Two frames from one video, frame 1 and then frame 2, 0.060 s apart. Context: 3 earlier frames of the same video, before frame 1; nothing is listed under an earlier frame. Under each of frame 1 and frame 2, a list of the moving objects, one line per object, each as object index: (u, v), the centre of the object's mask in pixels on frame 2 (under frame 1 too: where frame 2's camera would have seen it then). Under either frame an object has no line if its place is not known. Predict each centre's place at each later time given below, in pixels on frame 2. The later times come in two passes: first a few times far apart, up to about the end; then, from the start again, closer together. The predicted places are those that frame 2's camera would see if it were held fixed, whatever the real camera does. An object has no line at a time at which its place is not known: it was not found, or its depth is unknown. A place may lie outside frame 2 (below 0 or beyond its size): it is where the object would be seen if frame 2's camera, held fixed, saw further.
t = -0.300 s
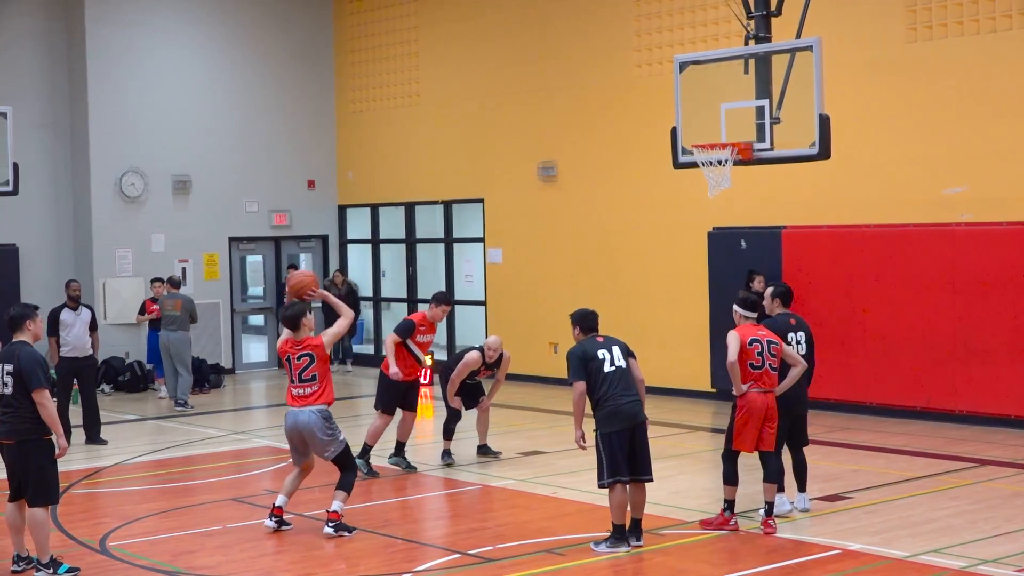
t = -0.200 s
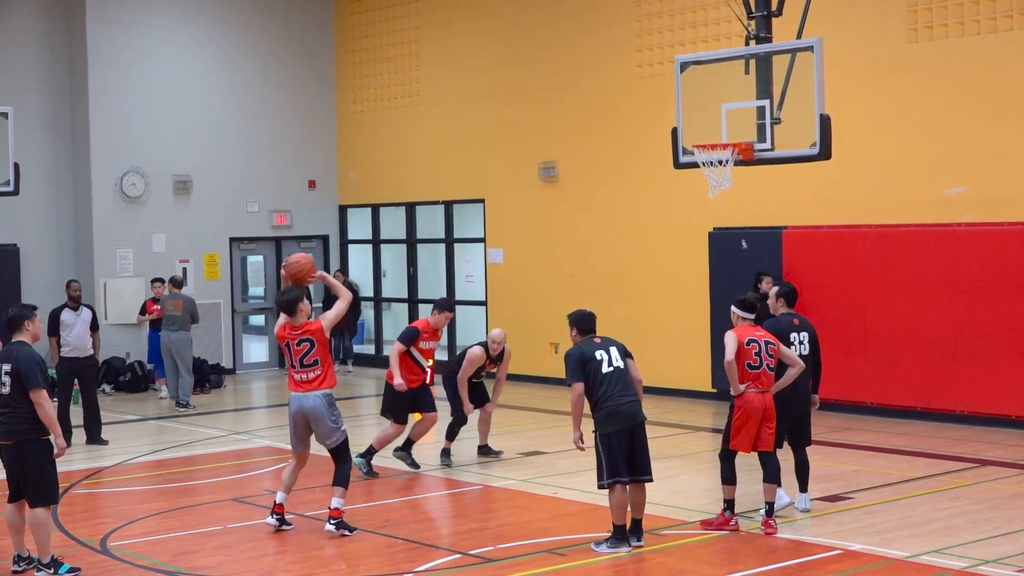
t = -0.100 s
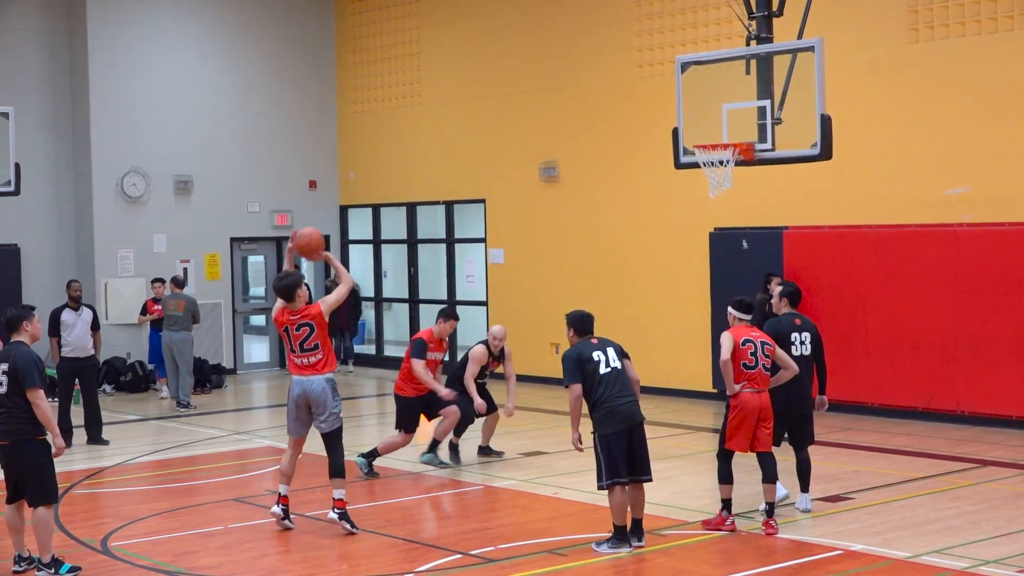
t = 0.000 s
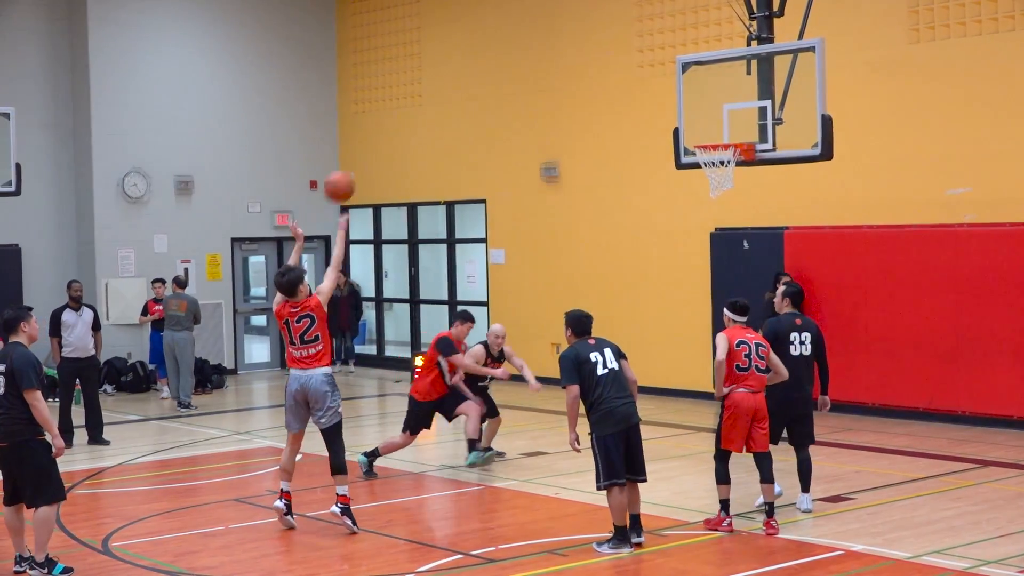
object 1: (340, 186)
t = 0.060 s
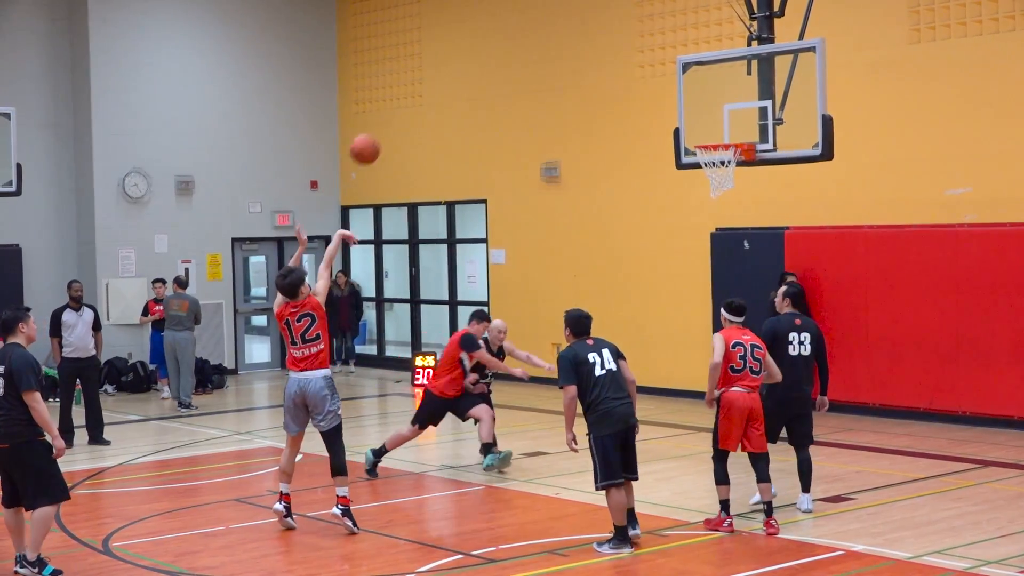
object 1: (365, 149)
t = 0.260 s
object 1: (445, 59)
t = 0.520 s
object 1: (542, 18)
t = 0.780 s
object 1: (631, 54)
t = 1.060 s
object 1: (706, 123)
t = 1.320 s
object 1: (731, 107)
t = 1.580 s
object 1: (727, 136)
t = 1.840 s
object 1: (714, 213)
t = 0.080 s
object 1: (373, 137)
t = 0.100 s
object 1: (381, 126)
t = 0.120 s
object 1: (389, 116)
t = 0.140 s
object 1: (398, 106)
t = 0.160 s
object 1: (405, 97)
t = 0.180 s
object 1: (414, 89)
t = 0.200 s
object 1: (421, 80)
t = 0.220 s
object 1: (429, 73)
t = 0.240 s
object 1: (437, 65)
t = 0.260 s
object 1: (445, 59)
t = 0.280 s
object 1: (453, 53)
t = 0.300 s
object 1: (461, 47)
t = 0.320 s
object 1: (468, 42)
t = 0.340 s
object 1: (476, 38)
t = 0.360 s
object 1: (483, 33)
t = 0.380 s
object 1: (491, 30)
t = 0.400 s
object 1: (498, 26)
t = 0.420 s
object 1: (506, 24)
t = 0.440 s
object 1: (513, 22)
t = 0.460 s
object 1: (520, 20)
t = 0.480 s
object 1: (528, 19)
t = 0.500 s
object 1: (535, 19)
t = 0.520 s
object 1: (542, 18)
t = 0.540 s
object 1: (549, 19)
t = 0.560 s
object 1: (556, 19)
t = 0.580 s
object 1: (563, 20)
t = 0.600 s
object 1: (570, 22)
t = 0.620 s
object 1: (577, 23)
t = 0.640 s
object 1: (584, 26)
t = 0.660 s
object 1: (591, 29)
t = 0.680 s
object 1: (598, 32)
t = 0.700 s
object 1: (604, 36)
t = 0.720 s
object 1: (611, 40)
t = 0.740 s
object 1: (618, 44)
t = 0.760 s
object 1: (624, 49)
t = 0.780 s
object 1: (631, 54)
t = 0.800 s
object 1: (637, 59)
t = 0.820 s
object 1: (644, 65)
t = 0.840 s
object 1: (650, 72)
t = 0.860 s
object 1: (656, 79)
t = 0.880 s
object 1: (663, 86)
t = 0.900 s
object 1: (669, 93)
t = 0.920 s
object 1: (676, 101)
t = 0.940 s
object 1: (682, 109)
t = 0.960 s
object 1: (688, 118)
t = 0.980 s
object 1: (695, 127)
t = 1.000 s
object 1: (700, 135)
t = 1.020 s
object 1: (702, 131)
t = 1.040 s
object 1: (704, 127)
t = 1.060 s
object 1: (706, 123)
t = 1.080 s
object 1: (708, 119)
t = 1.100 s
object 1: (710, 116)
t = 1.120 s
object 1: (712, 113)
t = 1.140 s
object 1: (713, 111)
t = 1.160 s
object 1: (715, 109)
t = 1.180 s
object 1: (717, 107)
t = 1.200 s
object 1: (719, 106)
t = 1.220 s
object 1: (721, 105)
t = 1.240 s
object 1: (723, 105)
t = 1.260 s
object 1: (725, 105)
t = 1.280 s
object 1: (727, 105)
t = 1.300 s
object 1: (729, 106)
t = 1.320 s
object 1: (731, 107)
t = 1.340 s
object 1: (733, 109)
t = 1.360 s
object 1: (735, 111)
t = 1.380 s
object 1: (737, 114)
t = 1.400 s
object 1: (739, 117)
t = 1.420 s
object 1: (740, 119)
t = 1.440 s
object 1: (738, 120)
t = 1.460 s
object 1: (736, 122)
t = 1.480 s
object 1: (735, 124)
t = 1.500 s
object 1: (734, 126)
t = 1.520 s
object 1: (732, 129)
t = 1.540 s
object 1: (730, 132)
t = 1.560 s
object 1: (729, 134)
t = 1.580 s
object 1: (727, 136)
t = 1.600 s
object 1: (726, 139)
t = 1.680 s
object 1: (713, 163)
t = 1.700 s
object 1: (713, 171)
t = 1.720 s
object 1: (717, 178)
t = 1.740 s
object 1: (716, 183)
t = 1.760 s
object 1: (716, 191)
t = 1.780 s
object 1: (715, 195)
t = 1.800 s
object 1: (714, 199)
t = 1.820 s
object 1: (714, 206)
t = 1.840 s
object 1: (714, 213)
